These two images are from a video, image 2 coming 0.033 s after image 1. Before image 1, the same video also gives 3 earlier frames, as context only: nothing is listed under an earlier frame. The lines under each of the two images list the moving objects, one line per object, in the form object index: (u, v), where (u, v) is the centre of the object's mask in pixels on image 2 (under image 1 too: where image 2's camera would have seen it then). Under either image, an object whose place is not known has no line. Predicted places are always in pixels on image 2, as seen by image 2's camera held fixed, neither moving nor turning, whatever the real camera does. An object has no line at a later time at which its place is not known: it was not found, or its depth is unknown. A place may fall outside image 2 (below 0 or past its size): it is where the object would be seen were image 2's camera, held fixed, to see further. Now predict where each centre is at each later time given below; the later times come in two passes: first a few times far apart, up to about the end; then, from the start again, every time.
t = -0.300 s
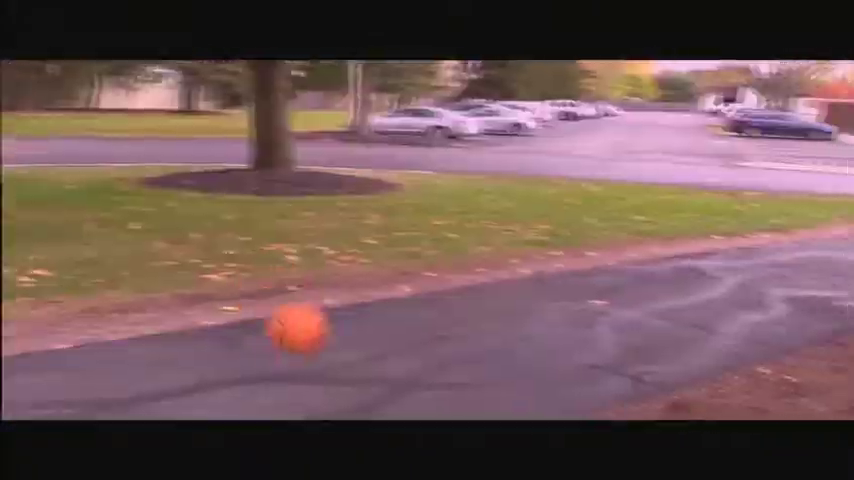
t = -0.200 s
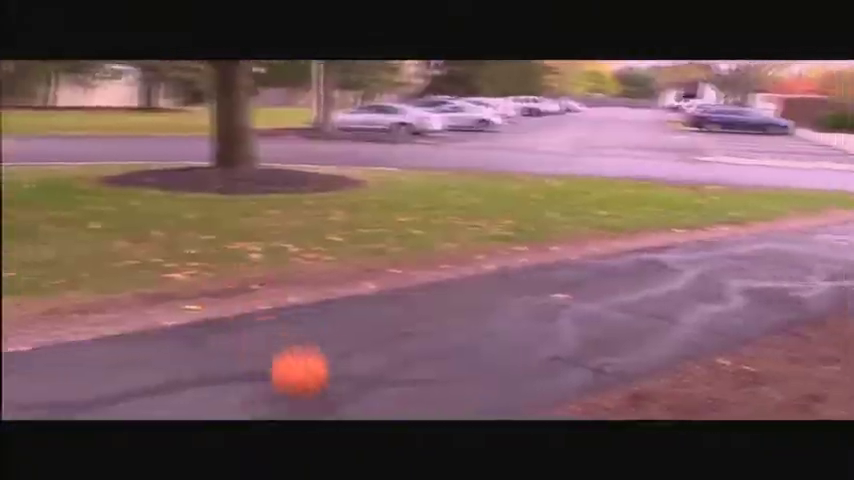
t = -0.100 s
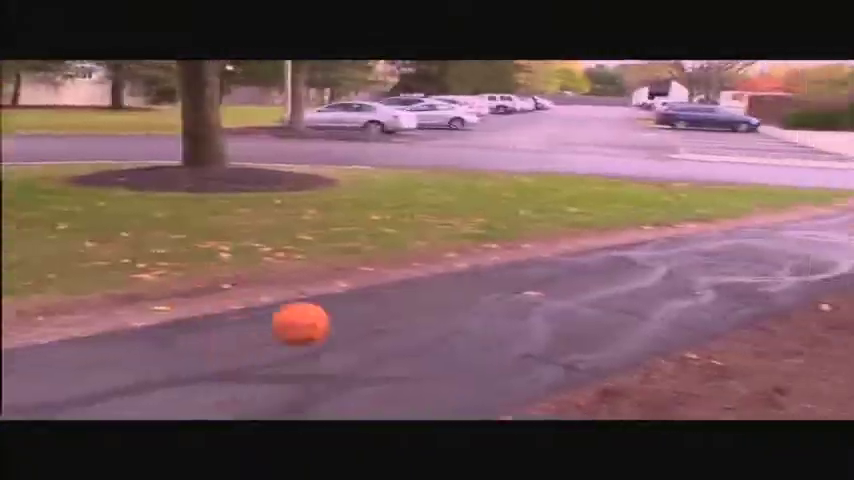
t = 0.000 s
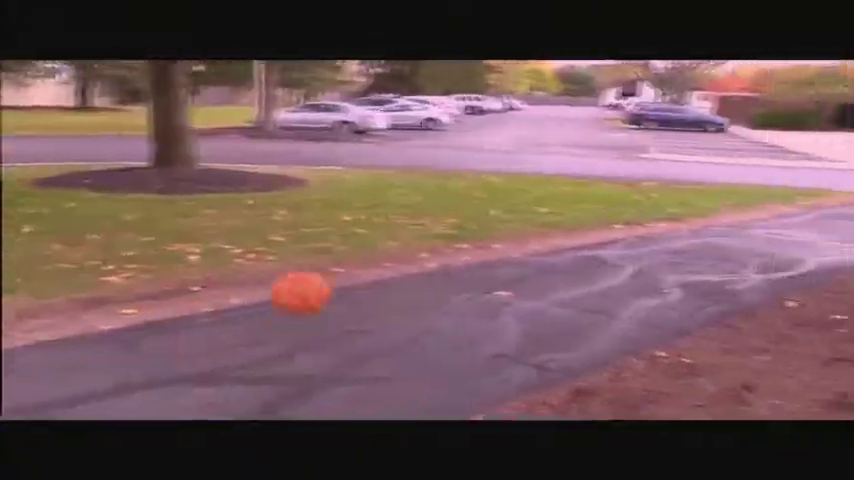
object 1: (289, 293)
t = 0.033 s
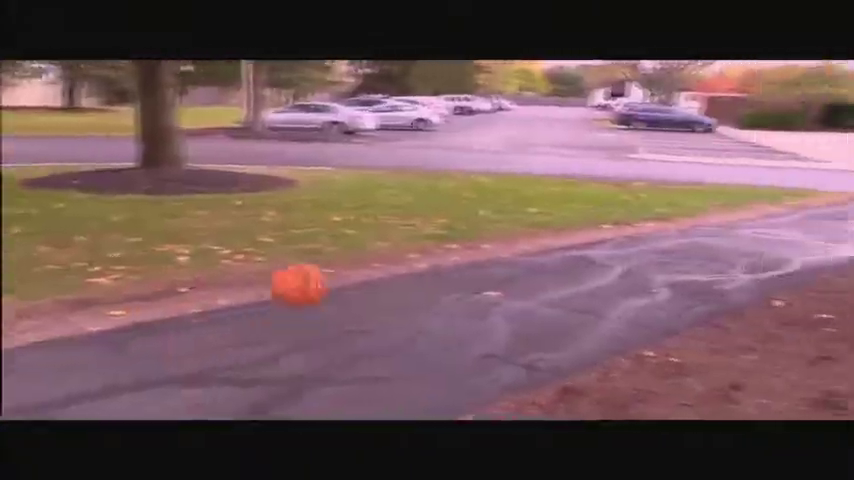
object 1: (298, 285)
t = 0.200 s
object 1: (344, 270)
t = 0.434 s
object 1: (398, 322)
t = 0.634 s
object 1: (441, 275)
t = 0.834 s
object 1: (479, 274)
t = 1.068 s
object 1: (514, 271)
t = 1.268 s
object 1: (537, 264)
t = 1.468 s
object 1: (559, 260)
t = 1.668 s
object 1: (580, 262)
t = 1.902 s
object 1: (597, 253)
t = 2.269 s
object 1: (623, 243)
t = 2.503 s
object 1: (634, 238)
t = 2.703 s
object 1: (645, 234)
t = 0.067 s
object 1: (308, 278)
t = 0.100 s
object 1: (318, 274)
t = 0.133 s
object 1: (327, 272)
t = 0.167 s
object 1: (336, 271)
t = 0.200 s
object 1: (344, 270)
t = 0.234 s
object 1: (353, 273)
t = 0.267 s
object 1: (361, 278)
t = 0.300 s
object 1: (370, 283)
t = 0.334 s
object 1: (377, 290)
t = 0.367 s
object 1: (385, 299)
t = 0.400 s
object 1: (392, 309)
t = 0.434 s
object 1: (398, 322)
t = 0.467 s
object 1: (405, 318)
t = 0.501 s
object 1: (413, 306)
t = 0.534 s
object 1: (420, 296)
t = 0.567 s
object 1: (427, 286)
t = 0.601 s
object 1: (434, 281)
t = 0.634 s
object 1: (441, 275)
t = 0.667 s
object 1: (448, 271)
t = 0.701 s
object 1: (455, 269)
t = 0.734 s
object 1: (460, 268)
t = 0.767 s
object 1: (465, 267)
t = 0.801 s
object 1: (471, 269)
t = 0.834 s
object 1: (479, 274)
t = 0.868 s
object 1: (483, 277)
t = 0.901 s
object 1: (489, 284)
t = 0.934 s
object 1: (494, 292)
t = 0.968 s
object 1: (498, 291)
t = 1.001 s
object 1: (503, 282)
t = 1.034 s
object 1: (508, 275)
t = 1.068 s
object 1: (514, 271)
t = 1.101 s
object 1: (518, 266)
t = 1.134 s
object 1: (521, 263)
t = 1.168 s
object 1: (526, 262)
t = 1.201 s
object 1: (528, 262)
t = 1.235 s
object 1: (534, 262)
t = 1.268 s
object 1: (537, 264)
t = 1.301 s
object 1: (540, 265)
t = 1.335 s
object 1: (545, 273)
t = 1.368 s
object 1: (546, 273)
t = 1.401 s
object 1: (552, 268)
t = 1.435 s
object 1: (556, 263)
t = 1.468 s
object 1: (559, 260)
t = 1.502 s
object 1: (563, 258)
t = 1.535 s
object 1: (567, 256)
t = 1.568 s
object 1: (568, 256)
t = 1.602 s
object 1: (571, 258)
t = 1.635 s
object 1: (576, 260)
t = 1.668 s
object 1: (580, 262)
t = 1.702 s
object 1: (582, 259)
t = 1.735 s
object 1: (585, 255)
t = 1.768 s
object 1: (587, 252)
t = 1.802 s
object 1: (592, 251)
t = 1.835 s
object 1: (593, 251)
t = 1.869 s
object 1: (595, 251)
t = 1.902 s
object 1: (597, 253)
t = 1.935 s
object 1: (599, 253)
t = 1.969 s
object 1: (603, 251)
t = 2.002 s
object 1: (605, 249)
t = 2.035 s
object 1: (607, 247)
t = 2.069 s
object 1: (610, 247)
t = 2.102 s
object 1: (613, 248)
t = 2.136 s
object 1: (616, 246)
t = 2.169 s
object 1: (618, 244)
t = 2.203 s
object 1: (620, 243)
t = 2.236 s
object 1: (621, 243)
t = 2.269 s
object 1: (623, 243)
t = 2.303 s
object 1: (627, 242)
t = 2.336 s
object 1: (630, 240)
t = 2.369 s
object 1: (631, 239)
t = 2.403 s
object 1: (631, 239)
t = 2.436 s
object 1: (631, 239)
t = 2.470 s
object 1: (634, 238)
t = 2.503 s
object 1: (634, 238)
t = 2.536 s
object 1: (635, 237)
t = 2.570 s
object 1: (636, 236)
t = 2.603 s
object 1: (638, 237)
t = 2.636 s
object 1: (641, 236)
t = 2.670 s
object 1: (643, 234)
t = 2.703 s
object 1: (645, 234)
